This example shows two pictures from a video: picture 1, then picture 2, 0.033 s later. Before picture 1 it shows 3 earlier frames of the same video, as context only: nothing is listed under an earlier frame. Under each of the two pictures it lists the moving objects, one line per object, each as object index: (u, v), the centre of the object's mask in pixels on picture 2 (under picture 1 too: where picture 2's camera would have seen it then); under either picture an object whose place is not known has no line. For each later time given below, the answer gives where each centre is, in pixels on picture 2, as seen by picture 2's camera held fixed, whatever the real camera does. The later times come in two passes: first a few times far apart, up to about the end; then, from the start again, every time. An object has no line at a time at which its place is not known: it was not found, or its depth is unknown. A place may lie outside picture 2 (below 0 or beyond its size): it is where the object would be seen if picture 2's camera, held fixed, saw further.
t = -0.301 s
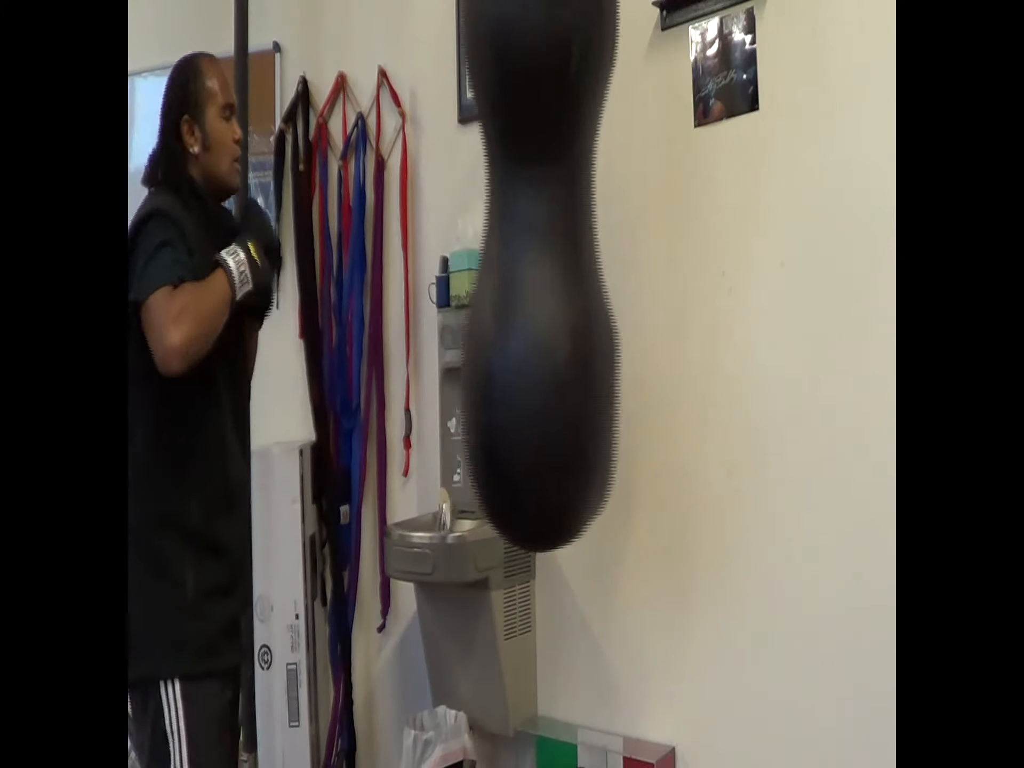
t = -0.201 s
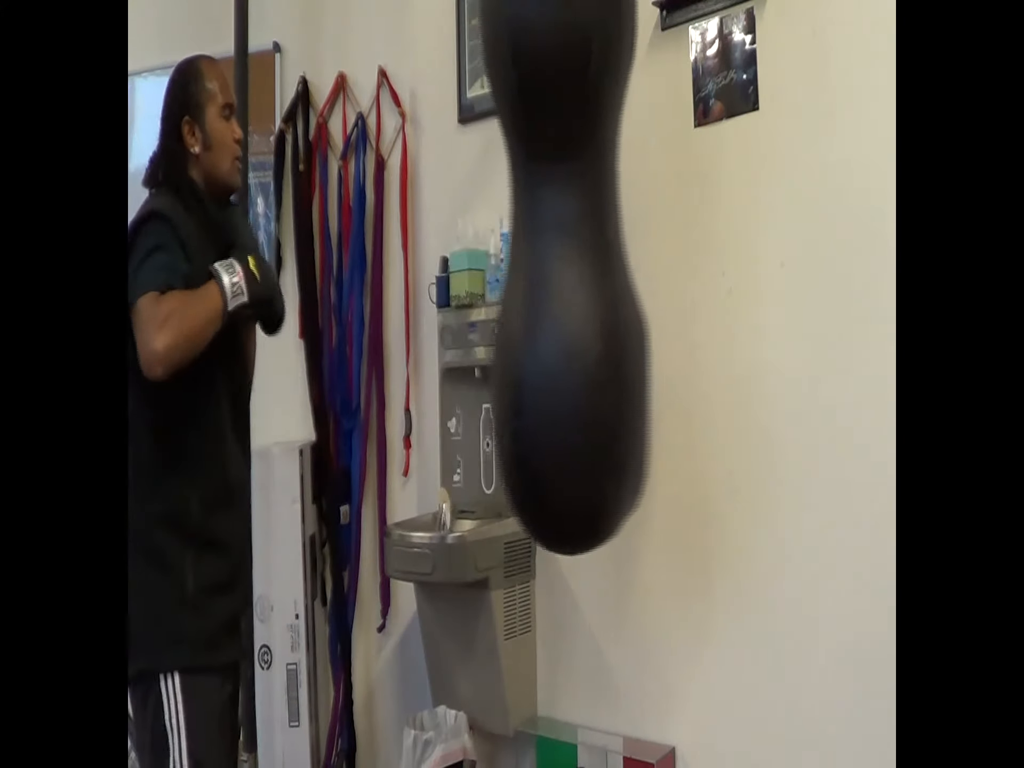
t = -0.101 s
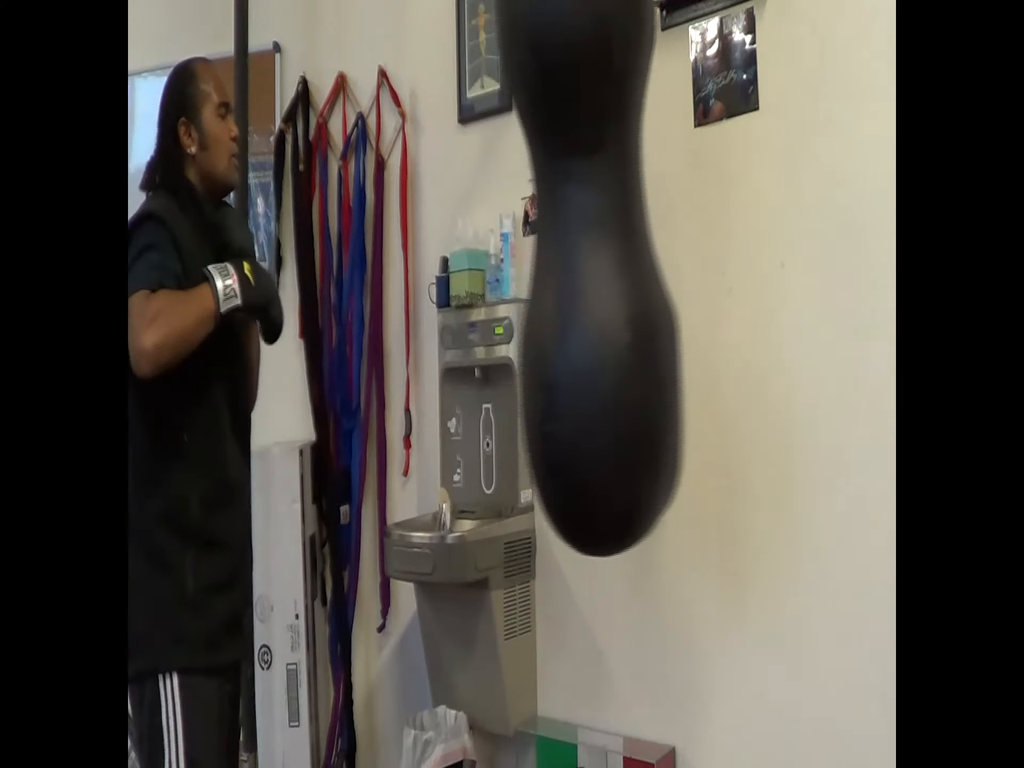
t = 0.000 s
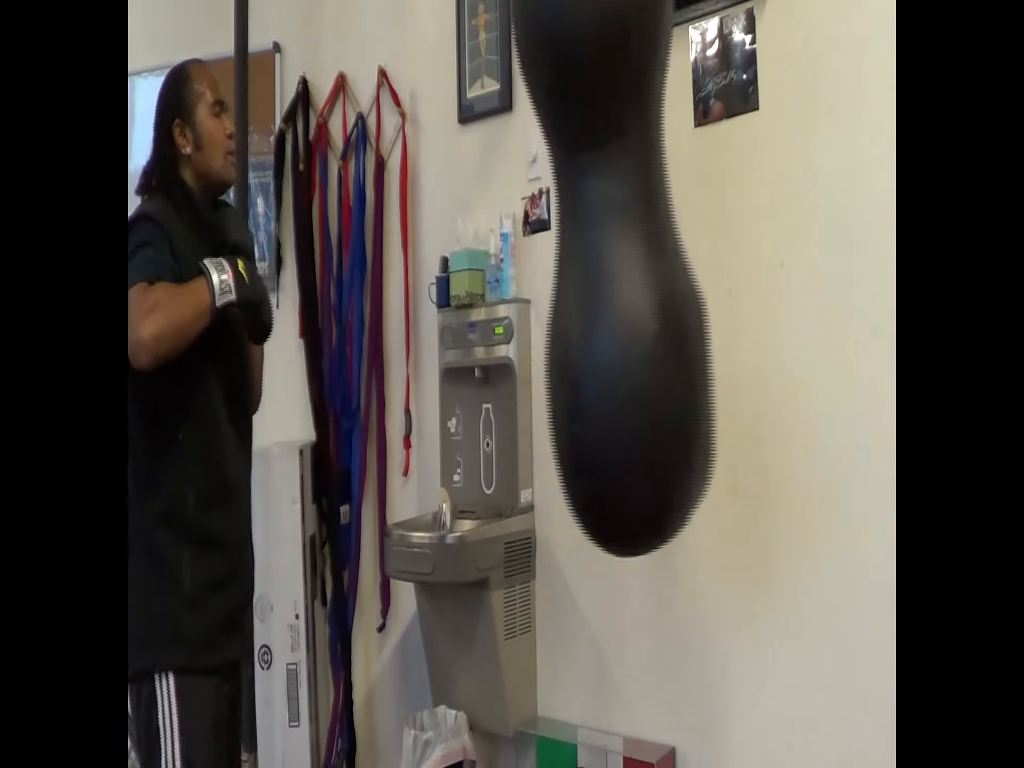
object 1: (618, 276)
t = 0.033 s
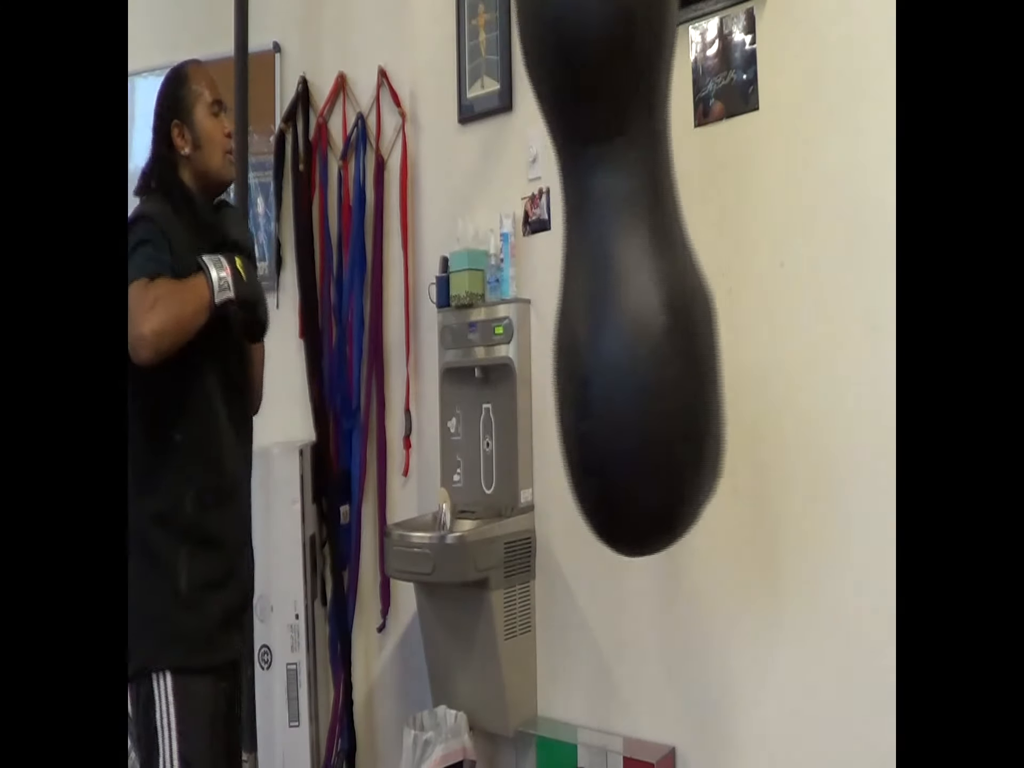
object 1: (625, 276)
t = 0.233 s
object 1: (659, 278)
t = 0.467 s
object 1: (658, 282)
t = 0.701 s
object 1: (610, 293)
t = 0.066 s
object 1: (633, 277)
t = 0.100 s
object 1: (639, 278)
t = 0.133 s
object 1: (645, 278)
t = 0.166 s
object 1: (650, 277)
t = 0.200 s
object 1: (655, 279)
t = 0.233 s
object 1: (659, 278)
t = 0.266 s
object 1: (662, 279)
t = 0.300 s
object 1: (663, 278)
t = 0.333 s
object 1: (664, 278)
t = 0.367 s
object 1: (664, 279)
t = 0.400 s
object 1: (664, 281)
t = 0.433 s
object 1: (661, 281)
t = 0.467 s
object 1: (658, 282)
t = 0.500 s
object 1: (654, 283)
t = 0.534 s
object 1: (649, 286)
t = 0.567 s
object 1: (643, 287)
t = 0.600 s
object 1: (636, 288)
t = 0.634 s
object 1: (628, 290)
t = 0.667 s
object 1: (619, 292)
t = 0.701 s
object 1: (610, 293)
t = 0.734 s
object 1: (601, 294)
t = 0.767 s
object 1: (590, 295)
